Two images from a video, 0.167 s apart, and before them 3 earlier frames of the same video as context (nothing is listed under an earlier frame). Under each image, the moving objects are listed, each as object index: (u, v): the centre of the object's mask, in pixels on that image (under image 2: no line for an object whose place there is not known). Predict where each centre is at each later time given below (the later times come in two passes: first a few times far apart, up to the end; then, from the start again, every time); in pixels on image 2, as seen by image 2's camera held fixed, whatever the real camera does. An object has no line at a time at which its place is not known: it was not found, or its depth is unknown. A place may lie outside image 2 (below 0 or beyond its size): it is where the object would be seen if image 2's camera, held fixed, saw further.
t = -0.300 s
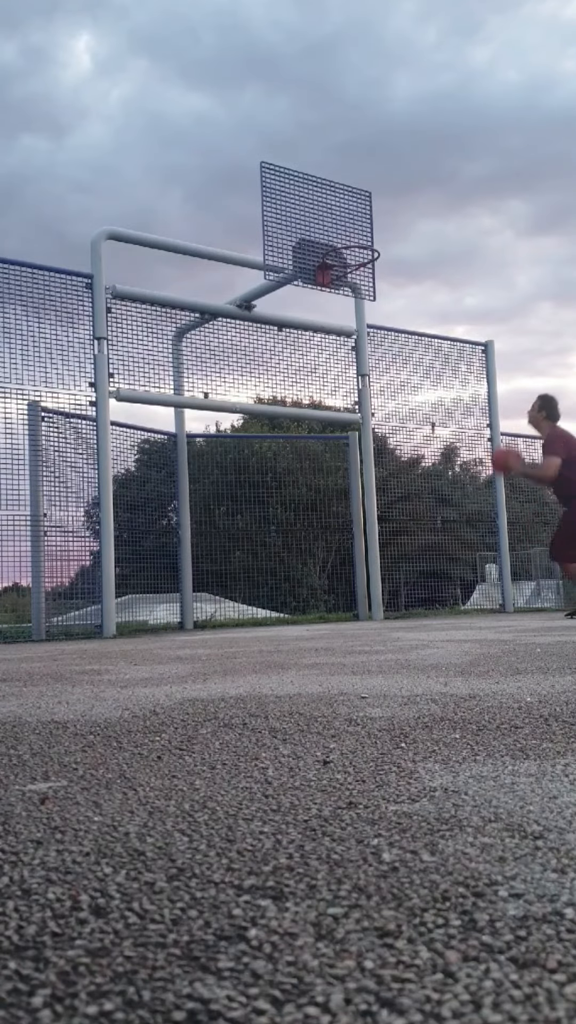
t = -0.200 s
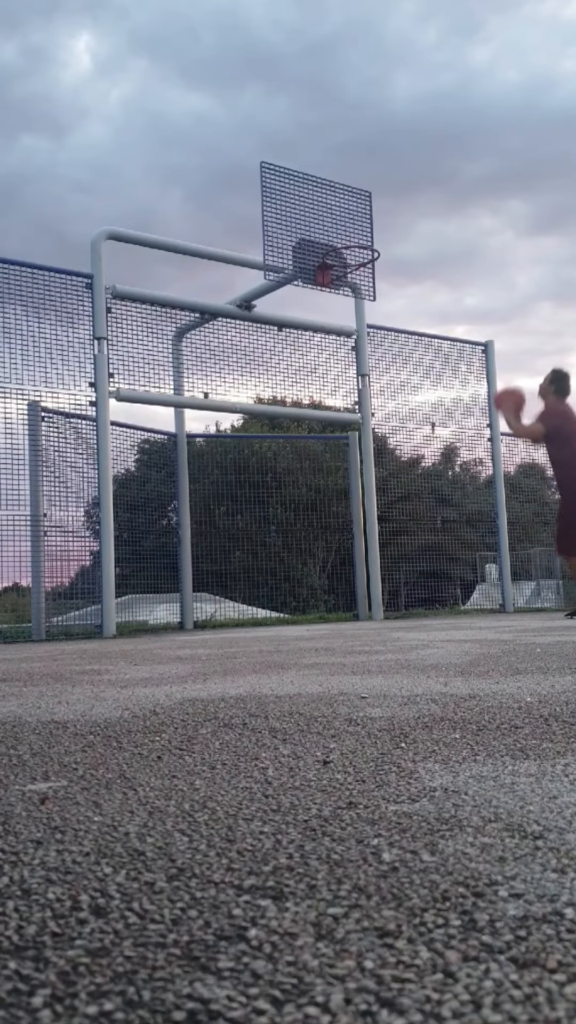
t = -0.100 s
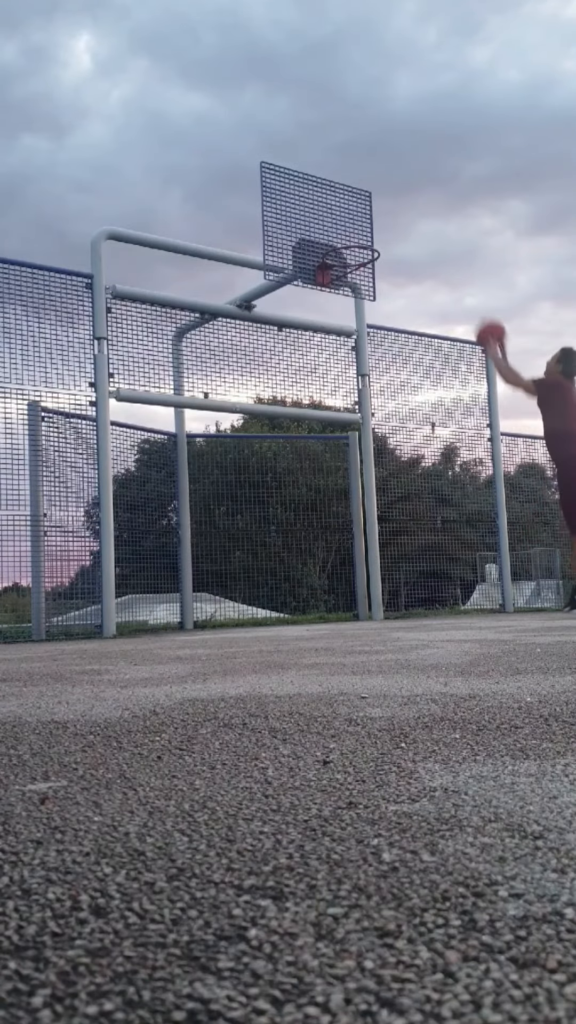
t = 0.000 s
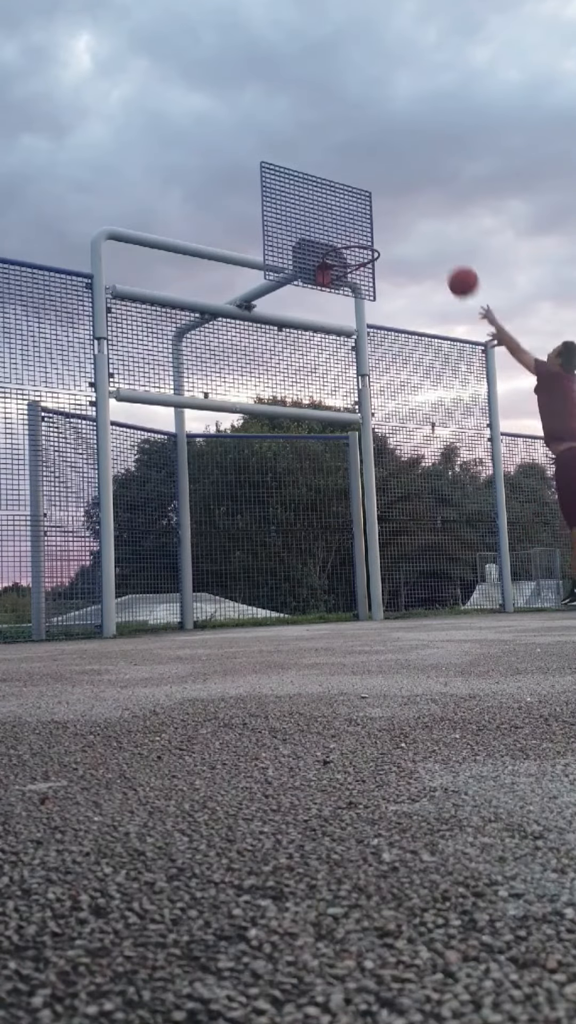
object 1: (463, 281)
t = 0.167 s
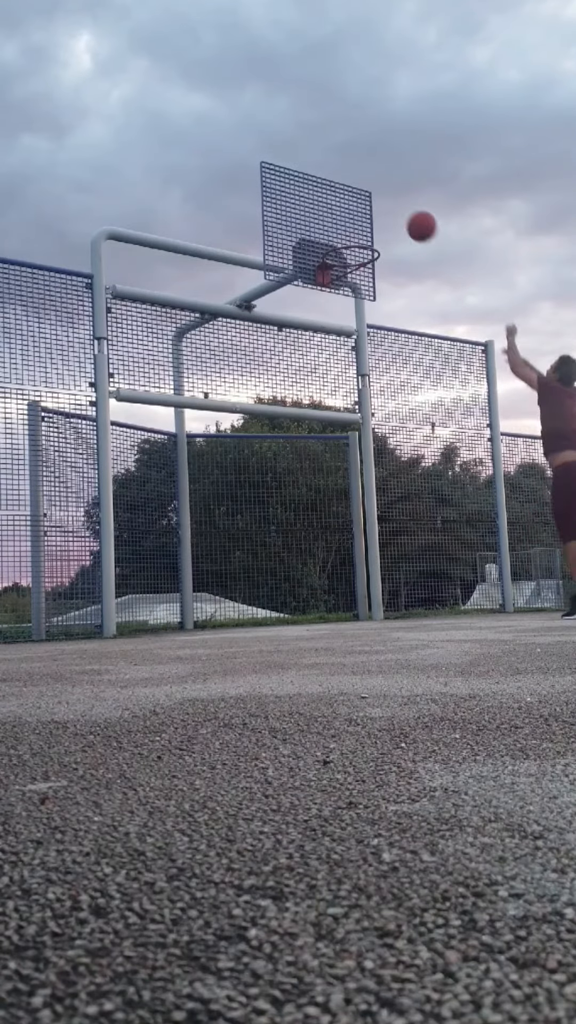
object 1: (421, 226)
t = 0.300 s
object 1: (391, 208)
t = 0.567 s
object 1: (340, 231)
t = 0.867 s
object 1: (372, 324)
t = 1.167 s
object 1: (416, 532)
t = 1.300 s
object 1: (435, 565)
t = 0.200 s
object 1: (413, 219)
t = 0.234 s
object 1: (406, 214)
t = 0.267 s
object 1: (398, 210)
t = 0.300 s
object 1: (391, 208)
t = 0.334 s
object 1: (384, 206)
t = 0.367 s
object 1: (378, 206)
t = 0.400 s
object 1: (371, 207)
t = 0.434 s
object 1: (364, 210)
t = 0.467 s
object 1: (358, 213)
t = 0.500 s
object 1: (352, 218)
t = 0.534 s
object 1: (346, 224)
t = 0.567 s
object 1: (340, 231)
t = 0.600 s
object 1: (342, 241)
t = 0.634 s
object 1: (345, 247)
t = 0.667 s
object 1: (349, 253)
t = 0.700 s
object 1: (352, 262)
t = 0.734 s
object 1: (356, 272)
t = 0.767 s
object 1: (360, 283)
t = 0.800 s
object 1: (364, 296)
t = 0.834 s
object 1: (367, 309)
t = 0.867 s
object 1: (372, 324)
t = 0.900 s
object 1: (376, 341)
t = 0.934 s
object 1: (380, 360)
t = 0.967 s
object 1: (385, 380)
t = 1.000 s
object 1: (390, 401)
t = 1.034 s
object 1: (395, 423)
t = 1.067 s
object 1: (399, 449)
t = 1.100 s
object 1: (405, 475)
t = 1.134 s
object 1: (411, 503)
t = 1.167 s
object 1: (416, 532)
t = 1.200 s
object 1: (422, 564)
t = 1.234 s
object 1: (428, 597)
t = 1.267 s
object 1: (432, 593)
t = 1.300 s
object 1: (435, 565)
